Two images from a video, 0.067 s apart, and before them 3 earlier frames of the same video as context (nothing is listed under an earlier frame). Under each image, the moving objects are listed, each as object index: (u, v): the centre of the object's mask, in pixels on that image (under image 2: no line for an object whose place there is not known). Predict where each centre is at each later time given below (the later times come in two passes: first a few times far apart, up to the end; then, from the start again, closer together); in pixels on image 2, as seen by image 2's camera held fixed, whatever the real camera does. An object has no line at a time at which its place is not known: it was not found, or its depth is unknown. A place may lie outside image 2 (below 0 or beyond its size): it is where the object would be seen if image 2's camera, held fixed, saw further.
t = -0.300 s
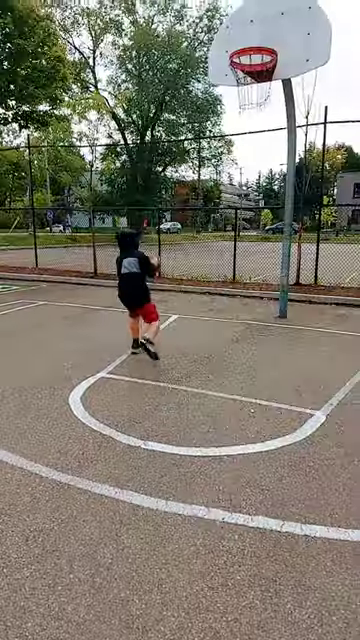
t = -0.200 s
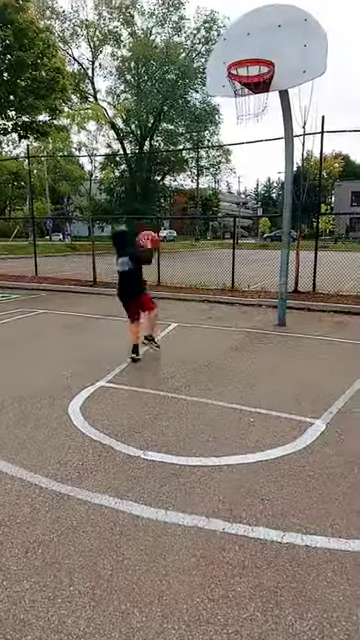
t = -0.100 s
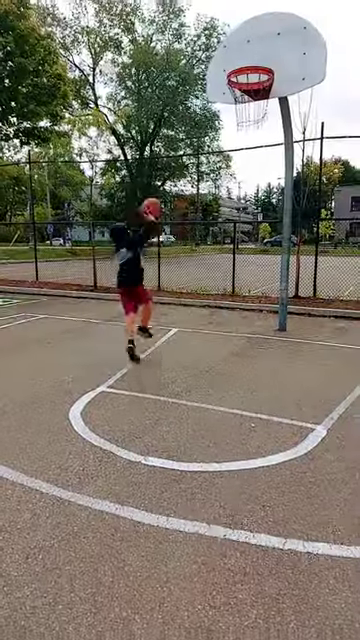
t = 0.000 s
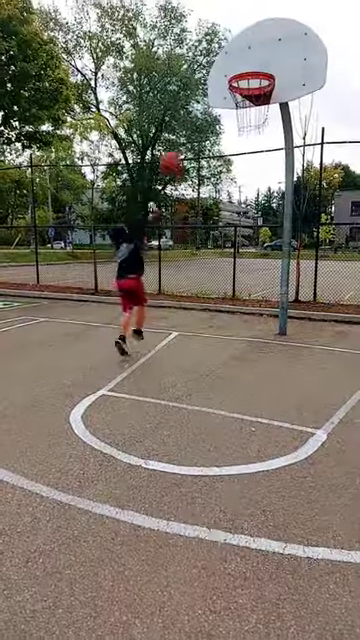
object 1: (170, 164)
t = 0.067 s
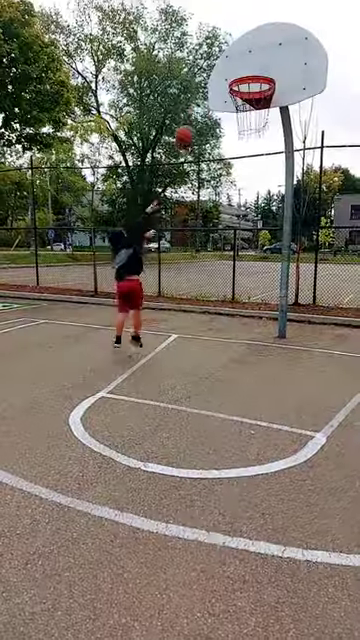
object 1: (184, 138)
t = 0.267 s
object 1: (222, 79)
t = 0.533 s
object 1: (243, 56)
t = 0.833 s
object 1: (252, 58)
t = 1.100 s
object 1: (257, 73)
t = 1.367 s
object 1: (258, 101)
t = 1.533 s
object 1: (263, 119)
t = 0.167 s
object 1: (203, 104)
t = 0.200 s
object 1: (210, 94)
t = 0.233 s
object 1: (216, 86)
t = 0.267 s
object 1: (222, 79)
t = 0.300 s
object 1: (228, 72)
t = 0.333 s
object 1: (235, 68)
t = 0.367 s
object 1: (240, 65)
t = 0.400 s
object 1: (242, 61)
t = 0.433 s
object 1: (242, 58)
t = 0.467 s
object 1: (243, 56)
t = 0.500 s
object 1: (243, 56)
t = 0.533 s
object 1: (243, 56)
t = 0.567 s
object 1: (243, 58)
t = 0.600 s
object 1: (243, 60)
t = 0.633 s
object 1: (243, 64)
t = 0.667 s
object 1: (243, 68)
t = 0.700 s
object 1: (245, 65)
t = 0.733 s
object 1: (247, 62)
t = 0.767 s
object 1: (249, 59)
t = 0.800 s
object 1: (251, 58)
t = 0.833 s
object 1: (252, 58)
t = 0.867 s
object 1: (254, 58)
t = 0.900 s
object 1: (256, 60)
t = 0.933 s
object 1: (257, 63)
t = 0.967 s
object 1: (259, 66)
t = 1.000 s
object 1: (261, 69)
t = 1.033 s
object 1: (263, 72)
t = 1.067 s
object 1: (261, 78)
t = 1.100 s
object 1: (257, 73)
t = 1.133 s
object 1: (252, 73)
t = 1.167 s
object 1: (248, 74)
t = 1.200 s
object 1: (246, 85)
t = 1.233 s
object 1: (245, 86)
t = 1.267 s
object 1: (249, 92)
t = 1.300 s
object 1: (253, 92)
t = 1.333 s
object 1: (255, 95)
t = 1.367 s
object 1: (258, 101)
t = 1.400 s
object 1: (260, 105)
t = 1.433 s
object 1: (262, 109)
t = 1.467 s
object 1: (263, 114)
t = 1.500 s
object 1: (263, 117)
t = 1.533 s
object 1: (263, 119)
